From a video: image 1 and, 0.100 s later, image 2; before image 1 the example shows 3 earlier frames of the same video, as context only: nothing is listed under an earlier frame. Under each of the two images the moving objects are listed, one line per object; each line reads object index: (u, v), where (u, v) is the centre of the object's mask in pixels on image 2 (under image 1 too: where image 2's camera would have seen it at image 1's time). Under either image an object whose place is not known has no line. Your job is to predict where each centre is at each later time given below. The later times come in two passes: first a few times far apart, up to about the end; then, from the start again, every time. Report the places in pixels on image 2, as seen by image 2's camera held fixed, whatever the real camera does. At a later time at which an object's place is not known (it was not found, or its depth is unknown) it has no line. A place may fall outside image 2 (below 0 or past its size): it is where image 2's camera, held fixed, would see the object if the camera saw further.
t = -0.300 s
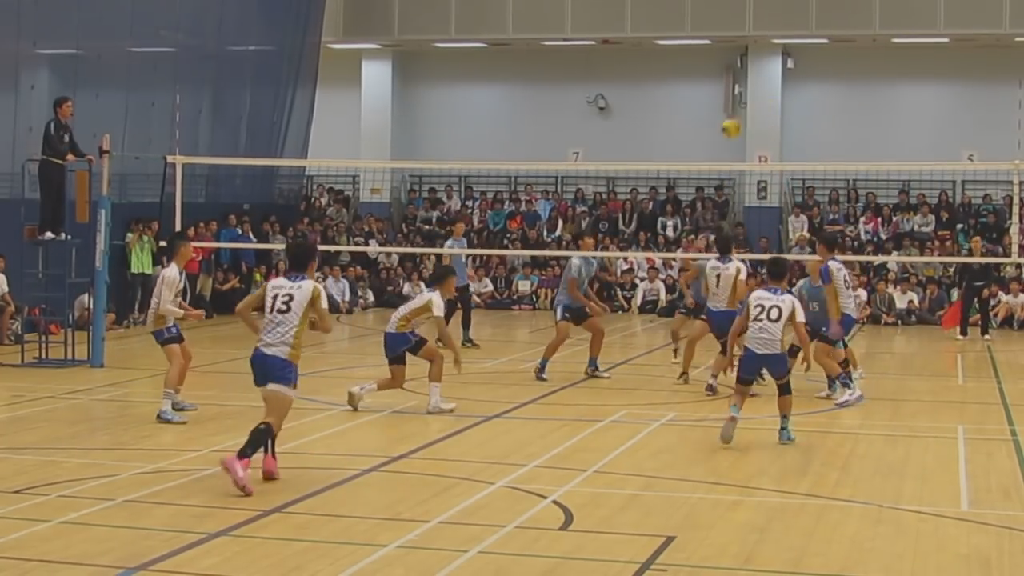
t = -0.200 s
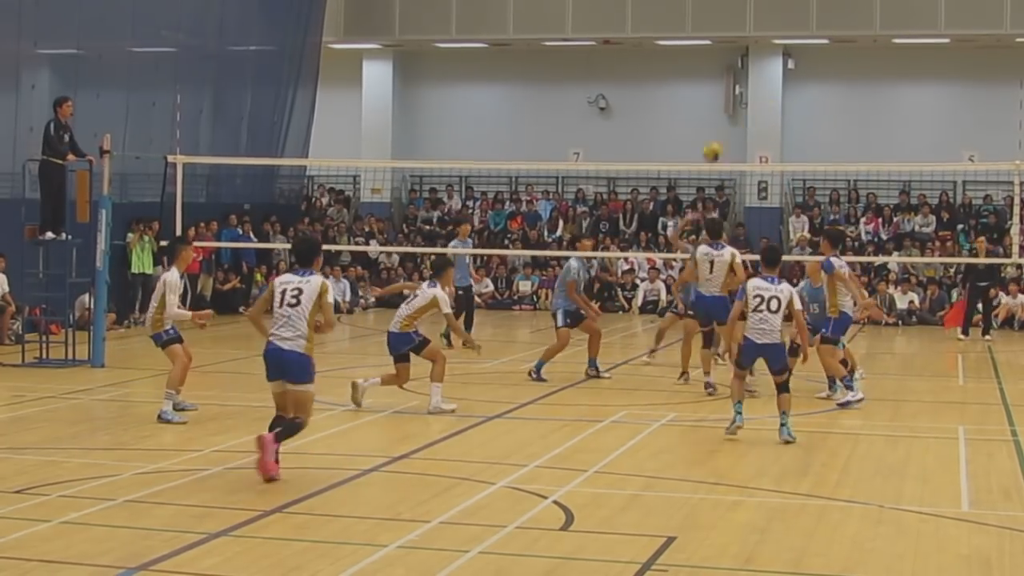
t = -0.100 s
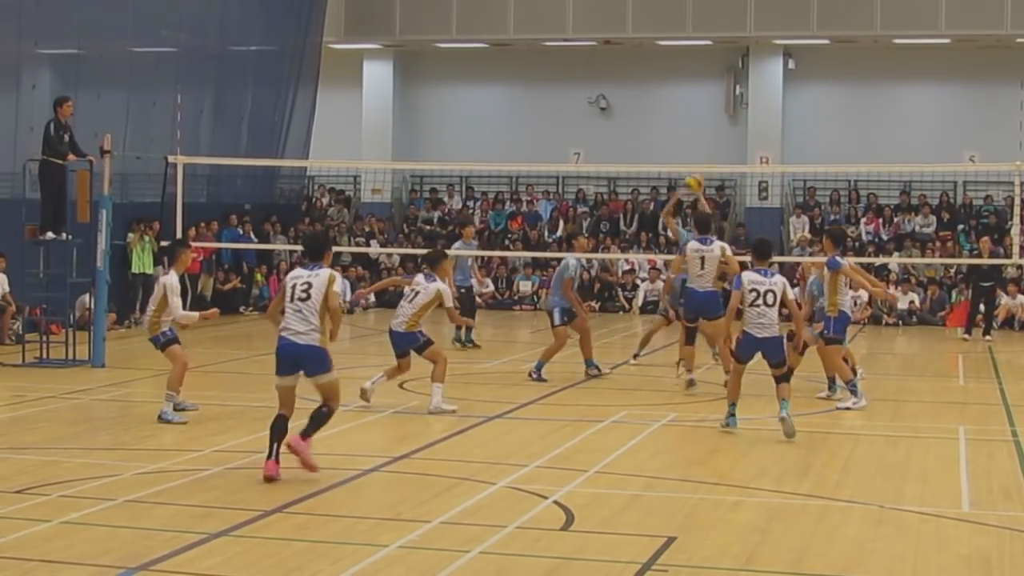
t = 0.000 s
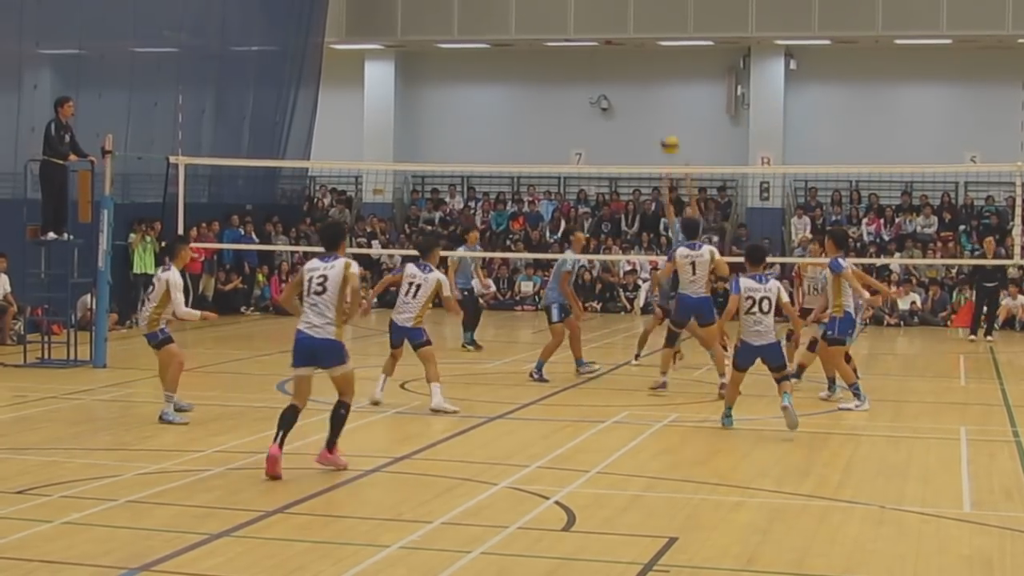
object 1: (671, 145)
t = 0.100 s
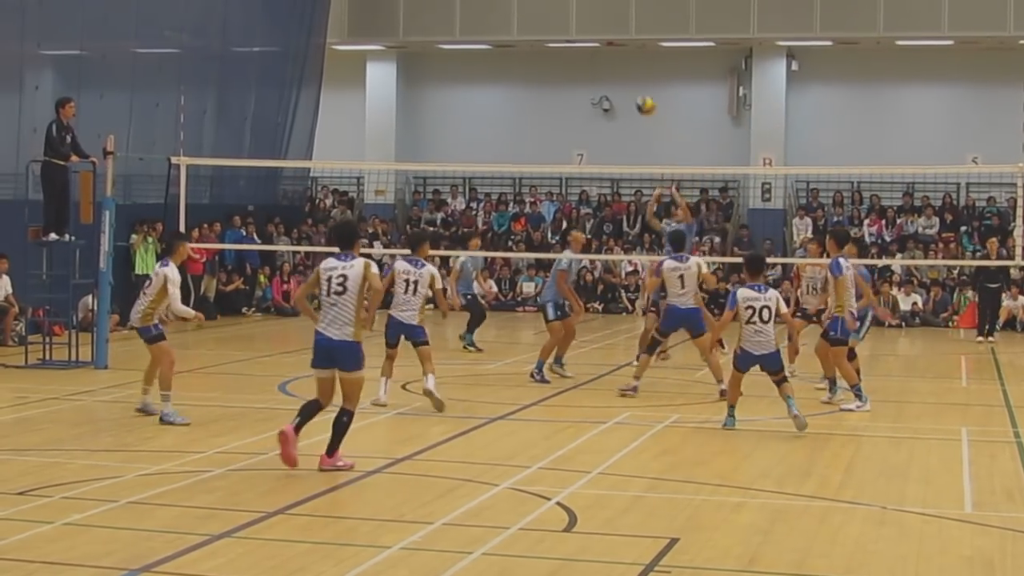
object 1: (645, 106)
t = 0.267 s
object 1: (603, 62)
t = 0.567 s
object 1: (530, 45)
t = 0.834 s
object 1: (468, 92)
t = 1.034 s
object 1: (425, 164)
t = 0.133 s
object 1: (636, 94)
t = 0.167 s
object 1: (628, 85)
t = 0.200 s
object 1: (619, 76)
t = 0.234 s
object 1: (611, 68)
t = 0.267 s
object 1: (603, 62)
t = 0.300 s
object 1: (595, 55)
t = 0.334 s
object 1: (586, 51)
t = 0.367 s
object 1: (577, 47)
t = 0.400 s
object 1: (569, 44)
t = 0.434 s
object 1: (562, 42)
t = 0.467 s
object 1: (553, 42)
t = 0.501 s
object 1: (545, 41)
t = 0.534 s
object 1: (537, 43)
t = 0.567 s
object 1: (530, 45)
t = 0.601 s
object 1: (521, 48)
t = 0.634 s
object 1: (514, 51)
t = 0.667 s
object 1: (506, 56)
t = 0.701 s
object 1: (499, 61)
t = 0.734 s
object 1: (491, 68)
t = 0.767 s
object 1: (483, 75)
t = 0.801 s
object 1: (475, 83)
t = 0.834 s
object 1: (468, 92)
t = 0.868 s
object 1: (461, 103)
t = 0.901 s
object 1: (454, 114)
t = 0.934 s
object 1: (447, 126)
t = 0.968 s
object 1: (439, 138)
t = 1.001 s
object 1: (431, 151)
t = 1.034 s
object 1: (425, 164)
